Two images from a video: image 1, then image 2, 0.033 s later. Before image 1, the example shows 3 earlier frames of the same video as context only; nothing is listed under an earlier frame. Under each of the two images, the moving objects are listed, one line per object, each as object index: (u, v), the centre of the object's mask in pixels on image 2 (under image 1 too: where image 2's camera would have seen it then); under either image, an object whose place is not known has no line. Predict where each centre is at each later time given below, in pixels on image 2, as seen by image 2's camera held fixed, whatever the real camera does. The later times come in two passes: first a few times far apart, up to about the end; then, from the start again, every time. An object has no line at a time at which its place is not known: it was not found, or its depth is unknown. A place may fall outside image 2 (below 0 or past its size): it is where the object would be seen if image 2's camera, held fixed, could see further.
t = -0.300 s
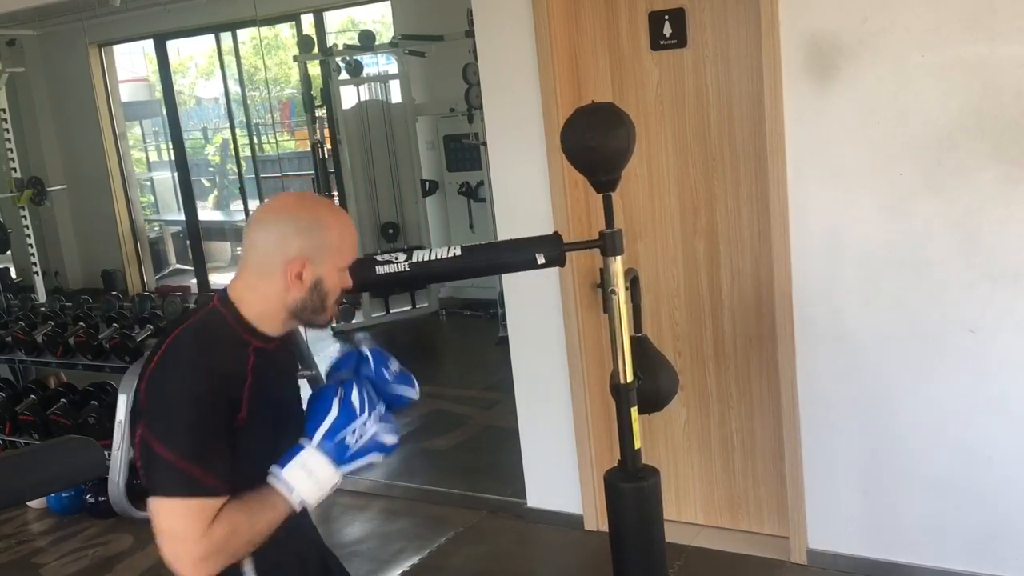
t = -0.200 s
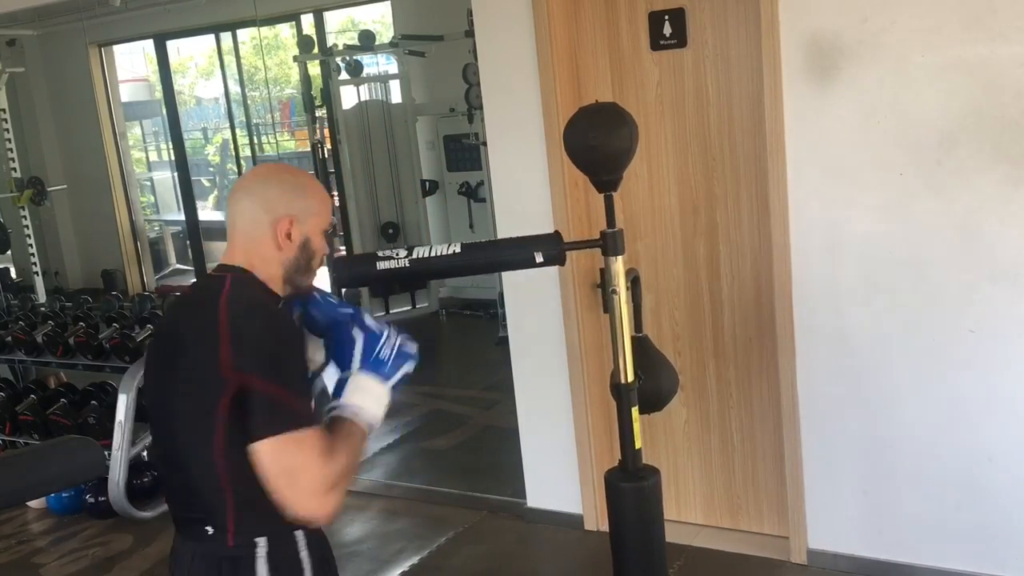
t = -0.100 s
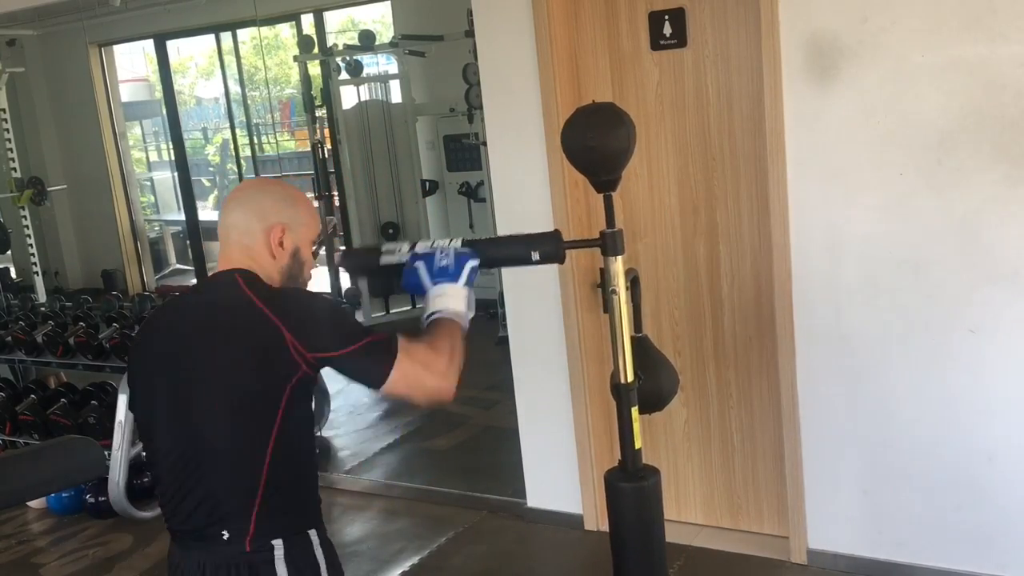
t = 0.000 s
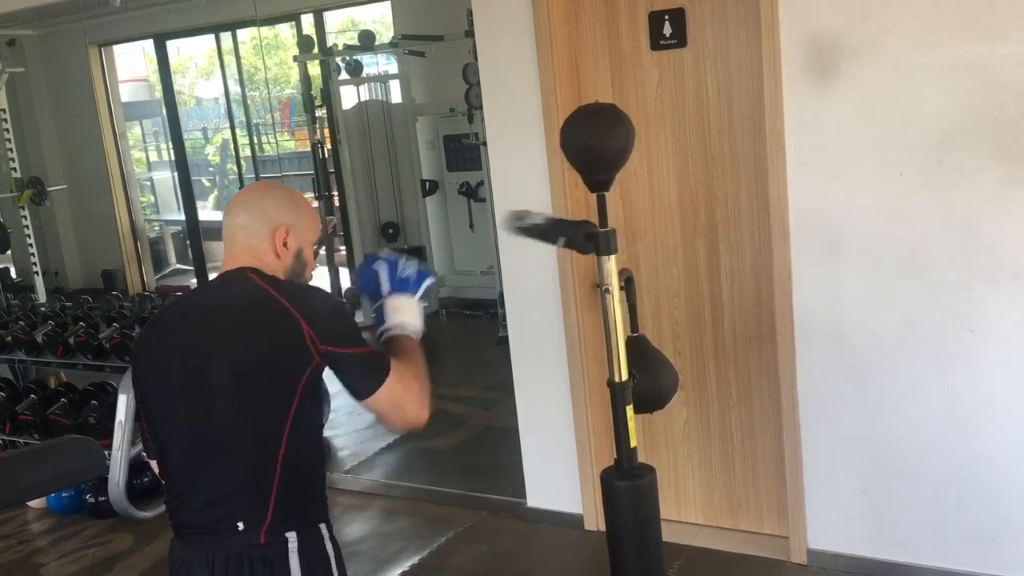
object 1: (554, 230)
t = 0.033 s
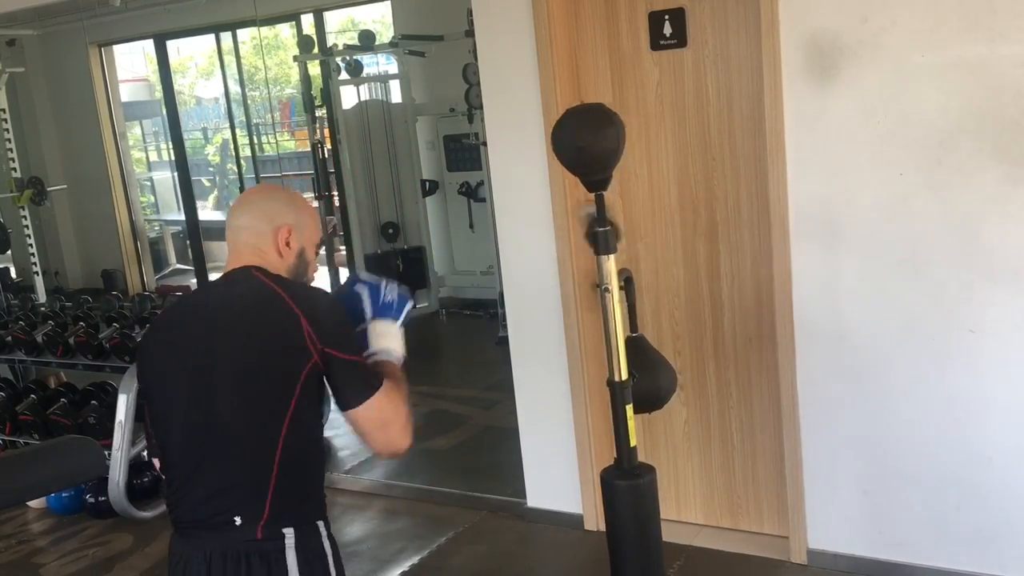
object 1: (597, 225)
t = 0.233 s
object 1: (793, 240)
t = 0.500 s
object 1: (446, 267)
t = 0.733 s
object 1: (659, 220)
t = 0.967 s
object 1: (754, 258)
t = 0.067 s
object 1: (649, 219)
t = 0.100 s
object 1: (689, 220)
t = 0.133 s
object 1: (730, 220)
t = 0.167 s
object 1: (765, 224)
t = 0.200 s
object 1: (788, 229)
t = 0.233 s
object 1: (793, 240)
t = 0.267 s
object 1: (777, 250)
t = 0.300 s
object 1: (739, 262)
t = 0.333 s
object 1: (674, 274)
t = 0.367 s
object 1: (594, 285)
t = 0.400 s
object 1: (525, 285)
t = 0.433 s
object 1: (482, 281)
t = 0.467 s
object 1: (456, 274)
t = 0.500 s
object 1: (446, 267)
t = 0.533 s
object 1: (456, 257)
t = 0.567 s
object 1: (480, 248)
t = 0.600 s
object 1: (506, 240)
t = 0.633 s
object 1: (539, 233)
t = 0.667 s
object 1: (573, 226)
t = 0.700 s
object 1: (625, 216)
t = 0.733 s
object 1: (659, 220)
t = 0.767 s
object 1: (697, 220)
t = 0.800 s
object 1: (732, 221)
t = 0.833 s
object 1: (763, 223)
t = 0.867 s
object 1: (783, 229)
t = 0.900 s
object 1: (790, 237)
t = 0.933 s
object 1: (782, 248)
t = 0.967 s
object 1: (754, 258)
